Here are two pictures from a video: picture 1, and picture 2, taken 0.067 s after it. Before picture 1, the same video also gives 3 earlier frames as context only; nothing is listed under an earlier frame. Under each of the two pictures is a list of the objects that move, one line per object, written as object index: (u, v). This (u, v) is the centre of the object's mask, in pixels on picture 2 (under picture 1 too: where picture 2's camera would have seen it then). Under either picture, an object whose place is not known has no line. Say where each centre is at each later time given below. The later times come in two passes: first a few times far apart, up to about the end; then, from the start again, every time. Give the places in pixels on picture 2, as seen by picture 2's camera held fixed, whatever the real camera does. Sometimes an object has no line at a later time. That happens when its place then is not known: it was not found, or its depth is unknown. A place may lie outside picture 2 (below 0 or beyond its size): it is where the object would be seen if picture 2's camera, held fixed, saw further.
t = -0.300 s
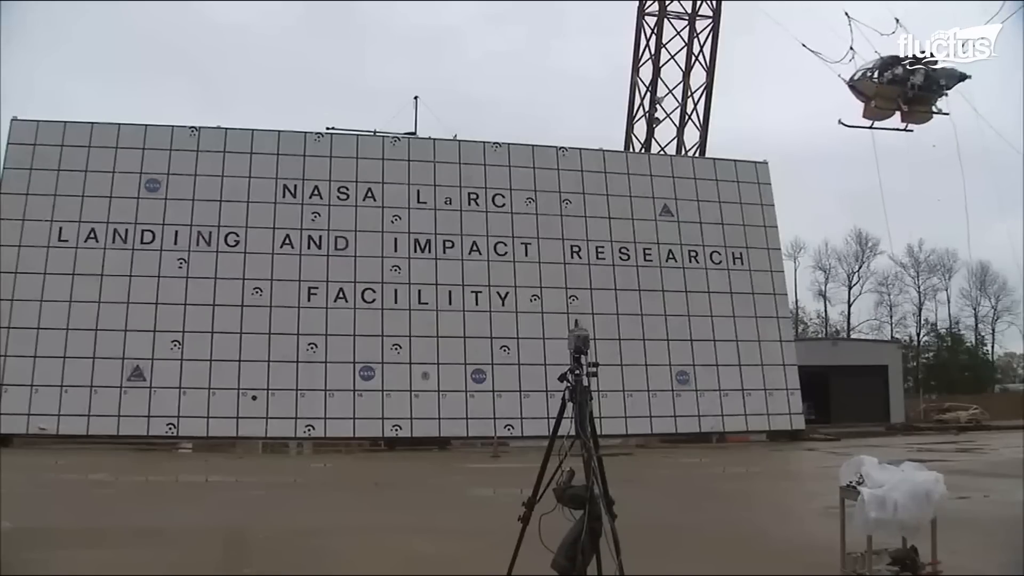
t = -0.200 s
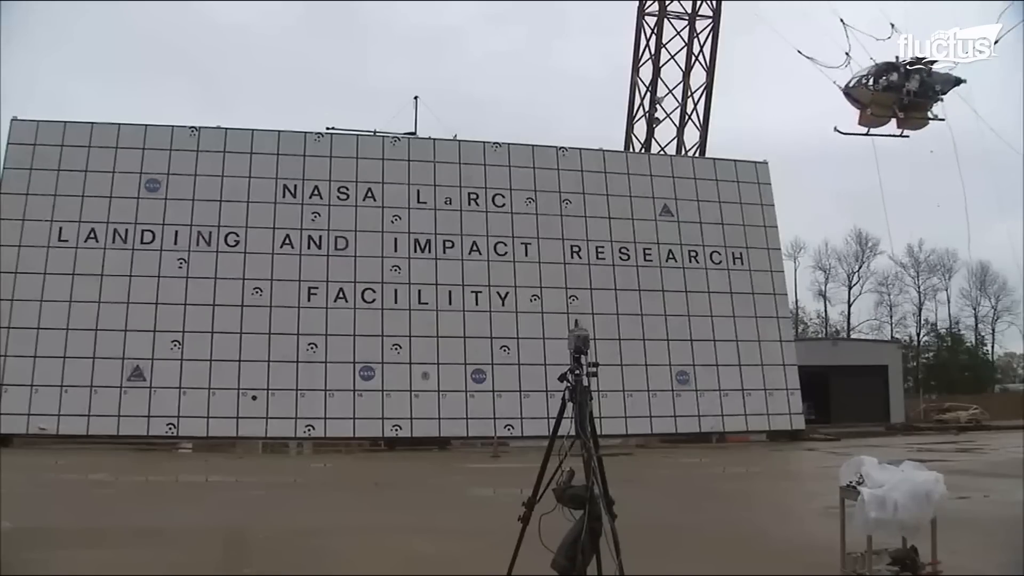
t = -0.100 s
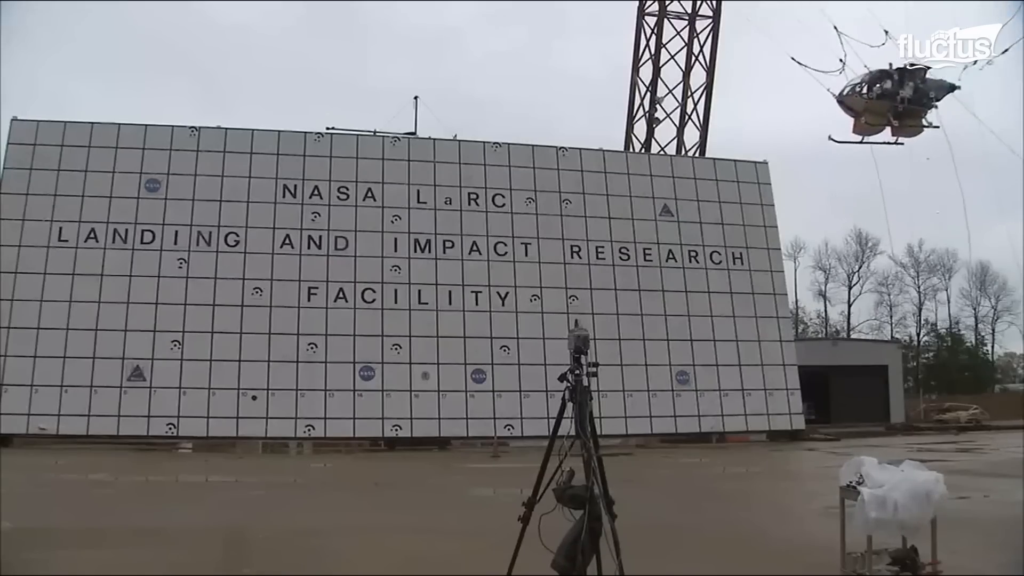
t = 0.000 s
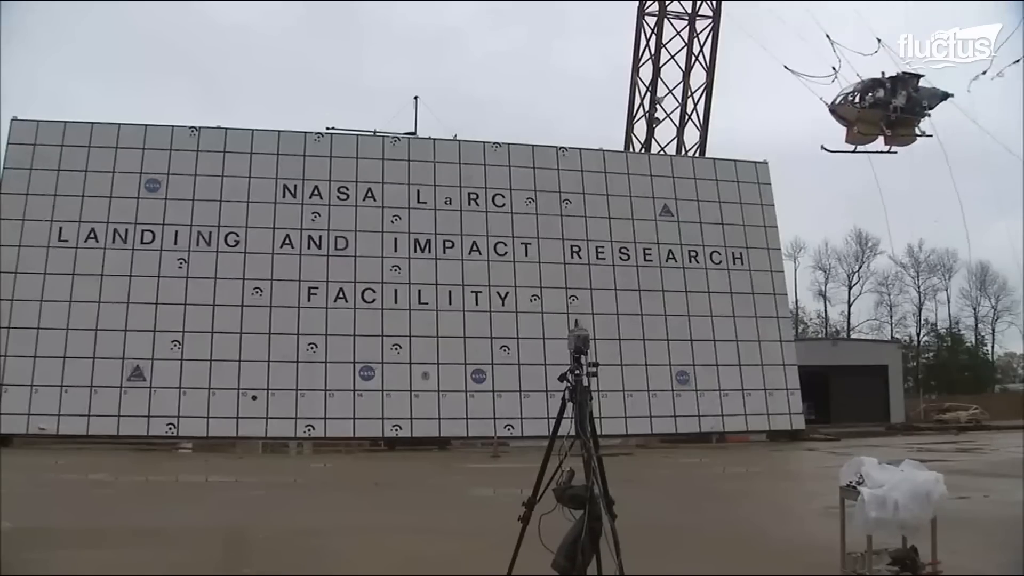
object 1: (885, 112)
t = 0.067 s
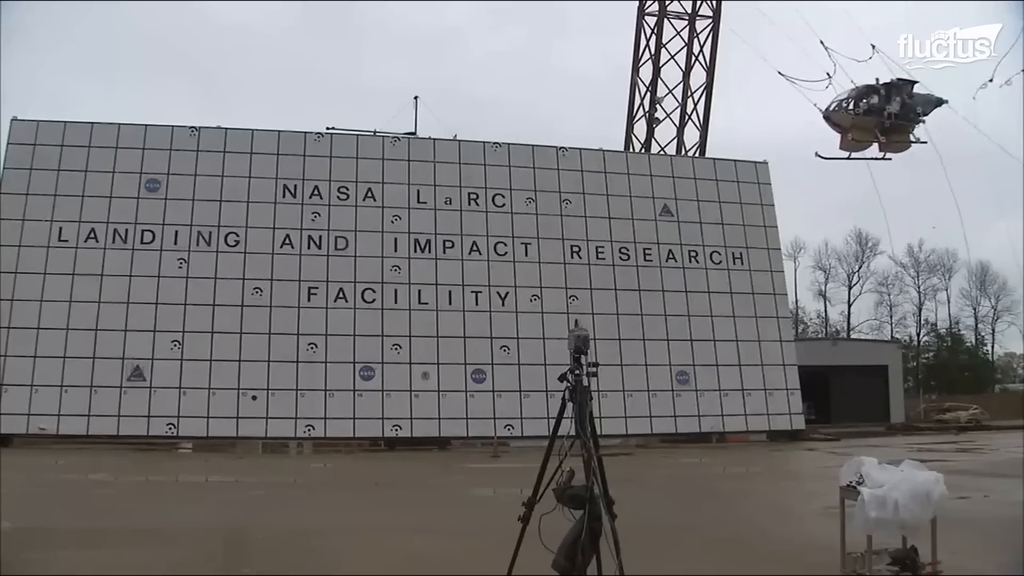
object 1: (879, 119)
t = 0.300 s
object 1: (854, 146)
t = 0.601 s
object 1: (809, 192)
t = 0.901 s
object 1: (744, 252)
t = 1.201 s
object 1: (657, 324)
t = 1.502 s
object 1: (522, 411)
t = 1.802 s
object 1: (427, 424)
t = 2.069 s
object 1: (335, 423)
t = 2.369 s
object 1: (241, 427)
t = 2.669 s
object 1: (158, 425)
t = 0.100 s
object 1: (876, 122)
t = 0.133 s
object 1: (872, 126)
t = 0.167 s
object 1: (869, 130)
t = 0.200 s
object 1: (866, 134)
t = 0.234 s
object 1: (862, 138)
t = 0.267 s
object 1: (858, 142)
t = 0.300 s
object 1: (854, 146)
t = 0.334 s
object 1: (850, 151)
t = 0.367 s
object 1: (845, 156)
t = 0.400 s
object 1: (841, 159)
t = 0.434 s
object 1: (836, 165)
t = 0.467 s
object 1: (831, 170)
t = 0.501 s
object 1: (826, 175)
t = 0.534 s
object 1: (820, 181)
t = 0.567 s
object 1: (815, 187)
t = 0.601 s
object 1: (809, 192)
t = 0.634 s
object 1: (802, 198)
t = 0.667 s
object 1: (796, 204)
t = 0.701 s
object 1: (791, 209)
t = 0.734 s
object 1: (783, 217)
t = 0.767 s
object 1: (775, 223)
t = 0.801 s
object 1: (768, 230)
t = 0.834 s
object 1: (760, 238)
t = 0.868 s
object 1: (753, 242)
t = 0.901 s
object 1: (744, 252)
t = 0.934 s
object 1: (736, 259)
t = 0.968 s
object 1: (728, 265)
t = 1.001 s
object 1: (718, 275)
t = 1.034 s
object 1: (709, 282)
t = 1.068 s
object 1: (699, 291)
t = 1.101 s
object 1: (689, 299)
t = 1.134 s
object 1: (678, 307)
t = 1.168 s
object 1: (668, 316)
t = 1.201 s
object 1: (657, 324)
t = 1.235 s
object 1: (647, 332)
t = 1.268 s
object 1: (640, 340)
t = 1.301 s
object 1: (625, 348)
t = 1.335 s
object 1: (613, 356)
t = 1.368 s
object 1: (599, 365)
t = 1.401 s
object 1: (593, 371)
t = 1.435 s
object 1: (567, 385)
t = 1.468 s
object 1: (545, 396)
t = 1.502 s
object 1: (522, 411)
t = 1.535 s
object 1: (514, 418)
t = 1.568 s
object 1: (503, 426)
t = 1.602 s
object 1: (495, 429)
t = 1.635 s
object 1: (485, 431)
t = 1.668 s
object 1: (474, 430)
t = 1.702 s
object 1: (463, 428)
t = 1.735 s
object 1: (452, 427)
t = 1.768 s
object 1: (439, 425)
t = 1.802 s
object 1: (427, 424)
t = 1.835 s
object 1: (415, 423)
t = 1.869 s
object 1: (403, 423)
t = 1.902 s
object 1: (392, 422)
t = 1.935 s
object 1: (380, 422)
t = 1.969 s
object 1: (370, 421)
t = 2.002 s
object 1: (358, 422)
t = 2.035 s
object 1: (347, 423)
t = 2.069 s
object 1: (335, 423)
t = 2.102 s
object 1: (323, 424)
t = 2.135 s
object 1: (313, 424)
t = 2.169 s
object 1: (302, 425)
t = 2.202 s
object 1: (291, 426)
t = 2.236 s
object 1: (281, 426)
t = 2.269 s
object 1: (270, 426)
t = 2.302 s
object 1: (260, 427)
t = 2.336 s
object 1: (250, 427)
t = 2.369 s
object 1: (241, 427)
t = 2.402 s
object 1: (231, 427)
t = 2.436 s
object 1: (221, 426)
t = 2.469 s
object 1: (212, 426)
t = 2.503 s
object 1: (202, 426)
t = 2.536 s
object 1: (193, 425)
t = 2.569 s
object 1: (184, 425)
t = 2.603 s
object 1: (175, 425)
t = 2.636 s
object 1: (166, 425)
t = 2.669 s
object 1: (158, 425)
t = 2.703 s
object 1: (149, 425)
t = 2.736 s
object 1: (142, 425)
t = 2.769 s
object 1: (133, 425)
